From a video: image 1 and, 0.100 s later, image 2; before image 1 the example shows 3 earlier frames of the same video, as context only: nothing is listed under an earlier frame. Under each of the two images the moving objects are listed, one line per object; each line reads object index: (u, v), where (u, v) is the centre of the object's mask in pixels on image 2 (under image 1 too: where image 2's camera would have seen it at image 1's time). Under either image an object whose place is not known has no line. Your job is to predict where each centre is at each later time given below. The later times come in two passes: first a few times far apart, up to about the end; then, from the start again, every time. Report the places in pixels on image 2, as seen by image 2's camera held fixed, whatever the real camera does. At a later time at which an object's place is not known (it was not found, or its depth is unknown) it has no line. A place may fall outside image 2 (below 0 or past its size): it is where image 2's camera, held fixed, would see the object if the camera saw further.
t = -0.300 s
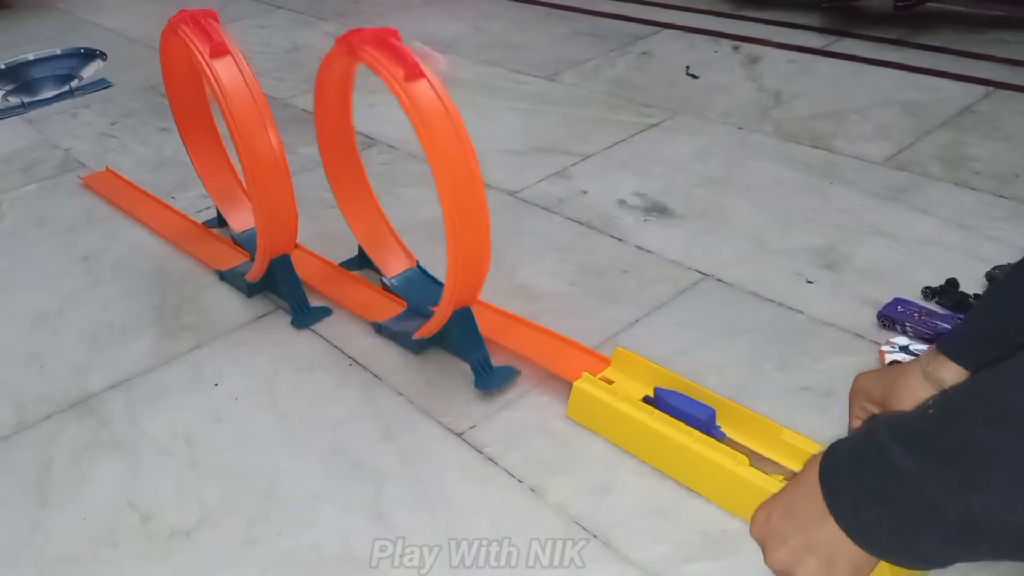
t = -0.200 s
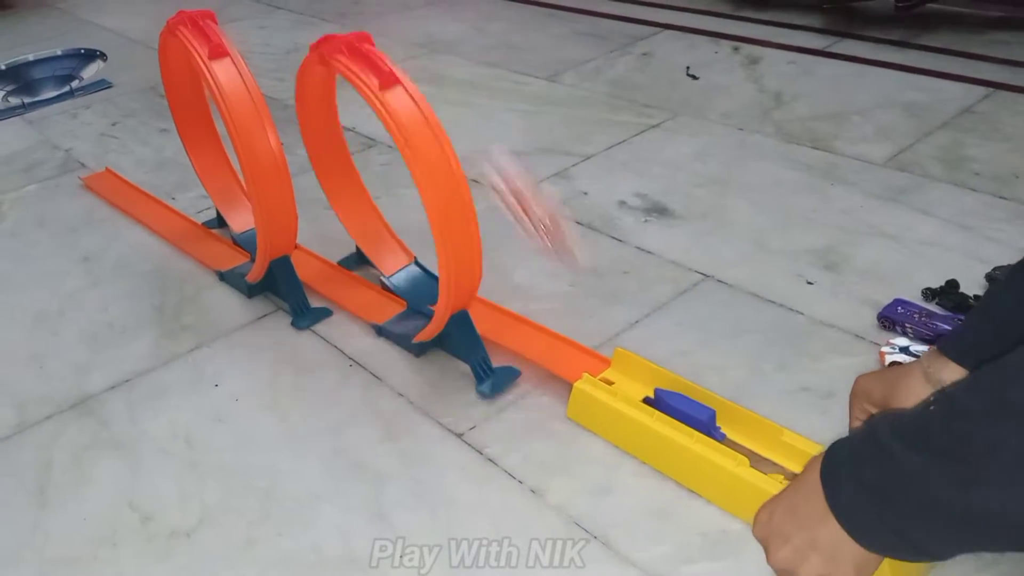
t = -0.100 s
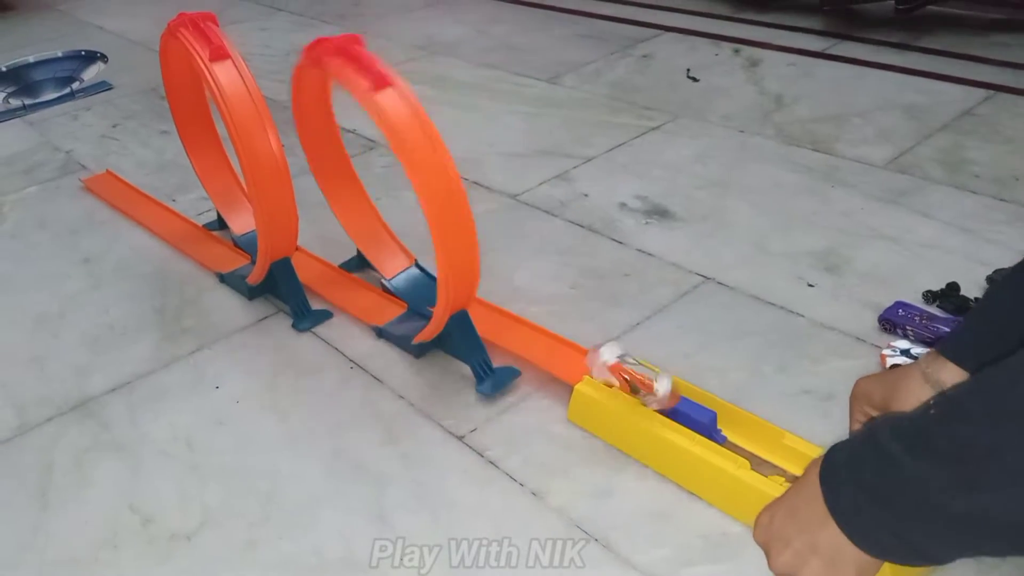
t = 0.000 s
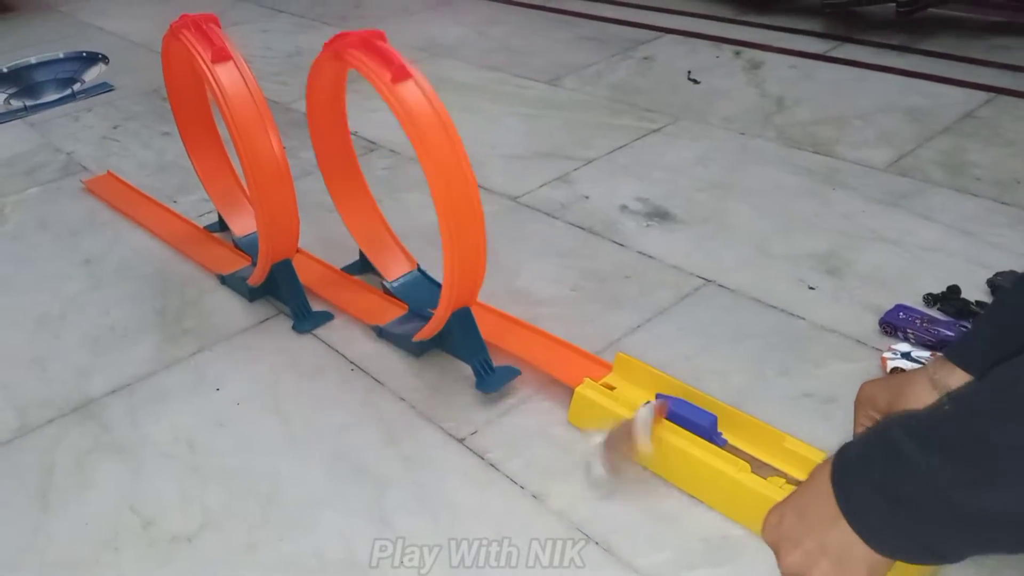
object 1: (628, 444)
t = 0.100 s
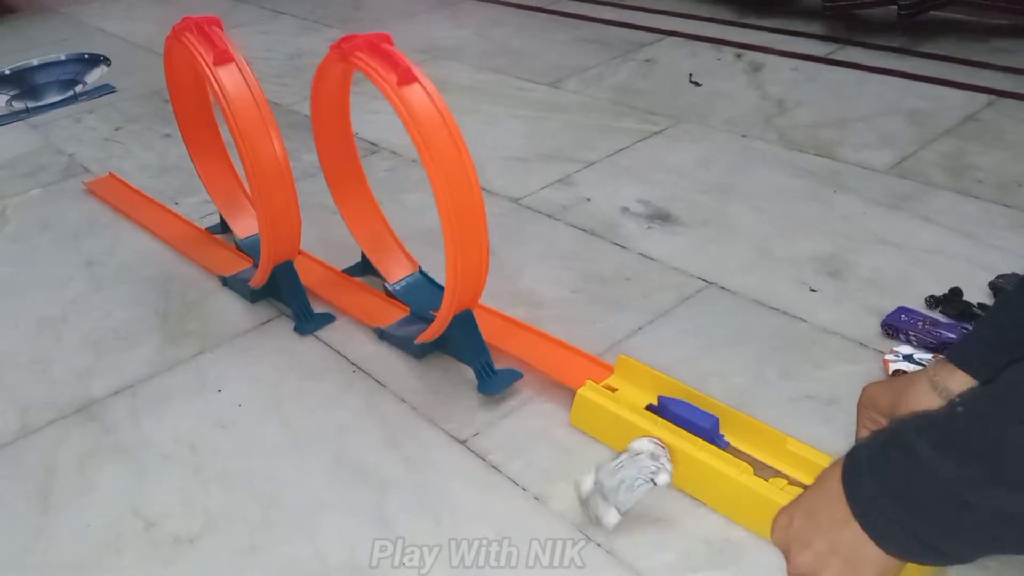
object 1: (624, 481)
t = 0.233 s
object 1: (629, 528)
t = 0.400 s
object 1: (638, 535)
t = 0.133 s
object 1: (620, 490)
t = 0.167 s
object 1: (621, 506)
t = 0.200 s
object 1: (625, 522)
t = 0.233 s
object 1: (629, 528)
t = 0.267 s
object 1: (635, 533)
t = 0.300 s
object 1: (640, 536)
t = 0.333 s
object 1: (642, 536)
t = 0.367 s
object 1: (640, 535)
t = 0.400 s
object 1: (638, 535)
